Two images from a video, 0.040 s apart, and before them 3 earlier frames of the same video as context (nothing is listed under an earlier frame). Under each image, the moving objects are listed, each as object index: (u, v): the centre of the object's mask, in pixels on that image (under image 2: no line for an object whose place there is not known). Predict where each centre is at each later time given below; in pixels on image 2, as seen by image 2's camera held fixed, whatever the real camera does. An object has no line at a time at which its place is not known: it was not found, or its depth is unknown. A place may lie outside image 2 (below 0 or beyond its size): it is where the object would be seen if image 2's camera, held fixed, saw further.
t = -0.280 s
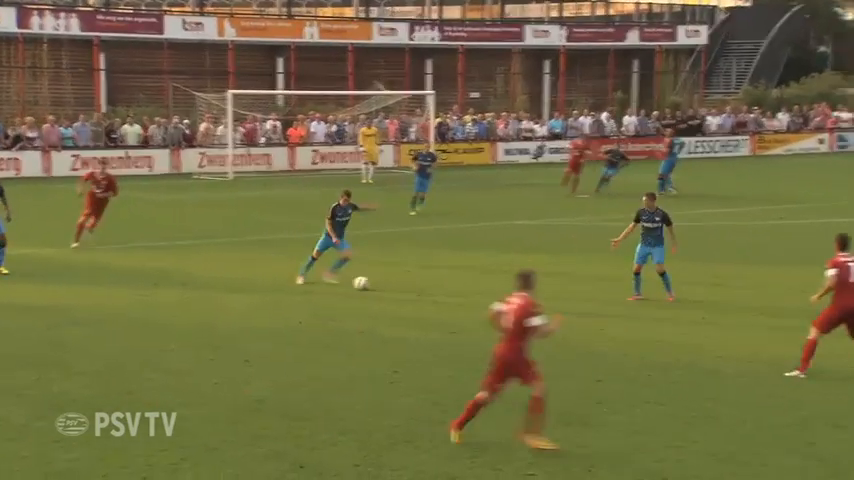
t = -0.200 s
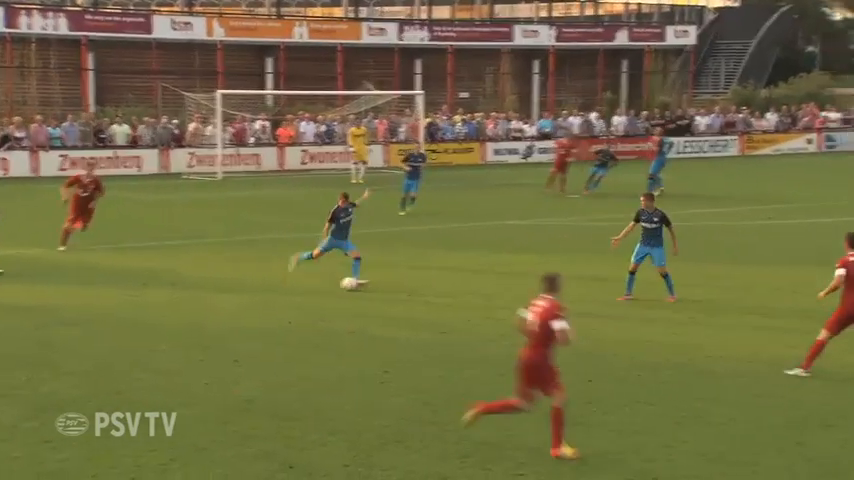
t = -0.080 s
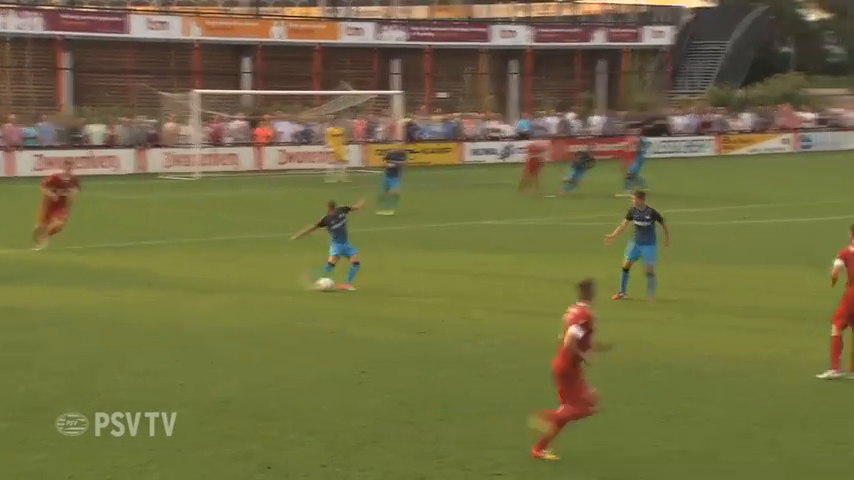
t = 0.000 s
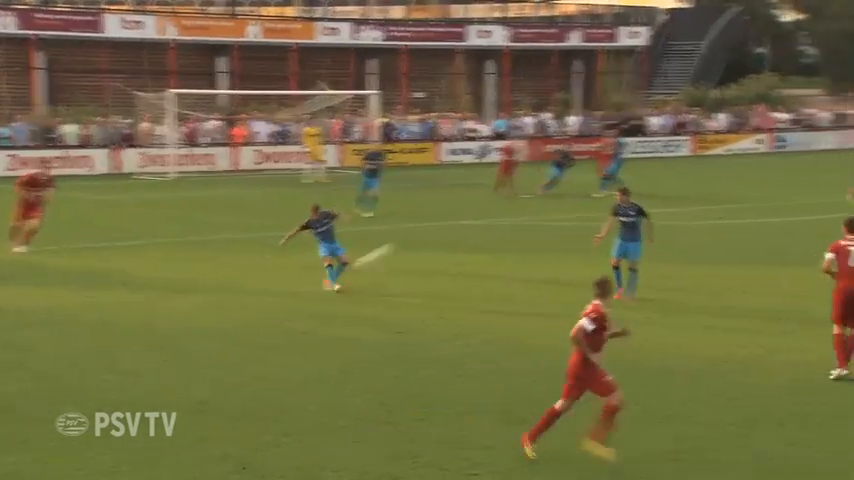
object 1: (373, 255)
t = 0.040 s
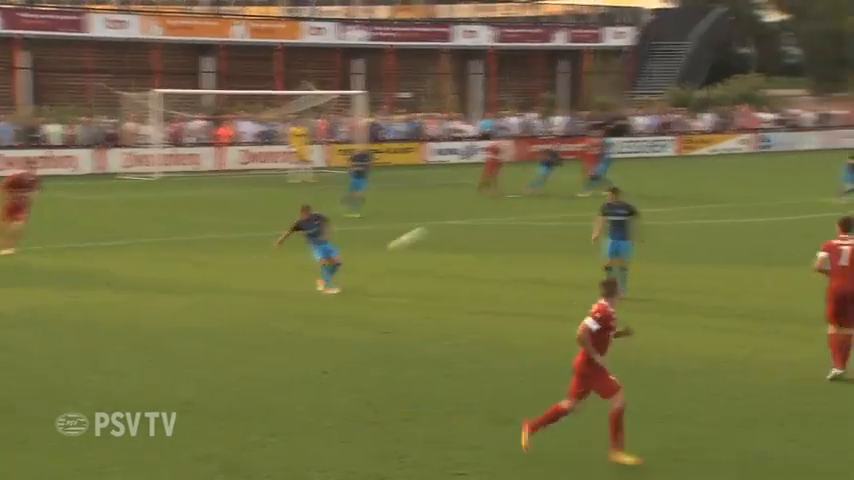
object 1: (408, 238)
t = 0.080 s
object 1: (452, 223)
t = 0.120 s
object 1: (499, 206)
